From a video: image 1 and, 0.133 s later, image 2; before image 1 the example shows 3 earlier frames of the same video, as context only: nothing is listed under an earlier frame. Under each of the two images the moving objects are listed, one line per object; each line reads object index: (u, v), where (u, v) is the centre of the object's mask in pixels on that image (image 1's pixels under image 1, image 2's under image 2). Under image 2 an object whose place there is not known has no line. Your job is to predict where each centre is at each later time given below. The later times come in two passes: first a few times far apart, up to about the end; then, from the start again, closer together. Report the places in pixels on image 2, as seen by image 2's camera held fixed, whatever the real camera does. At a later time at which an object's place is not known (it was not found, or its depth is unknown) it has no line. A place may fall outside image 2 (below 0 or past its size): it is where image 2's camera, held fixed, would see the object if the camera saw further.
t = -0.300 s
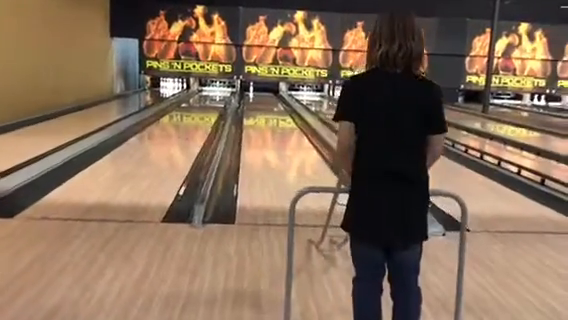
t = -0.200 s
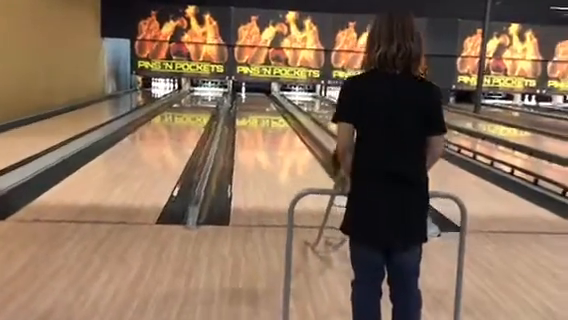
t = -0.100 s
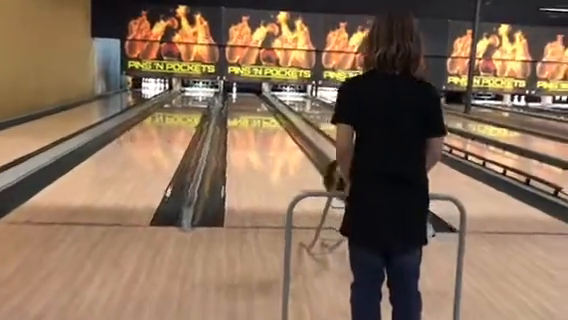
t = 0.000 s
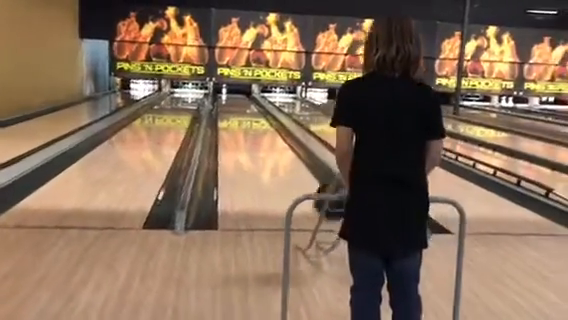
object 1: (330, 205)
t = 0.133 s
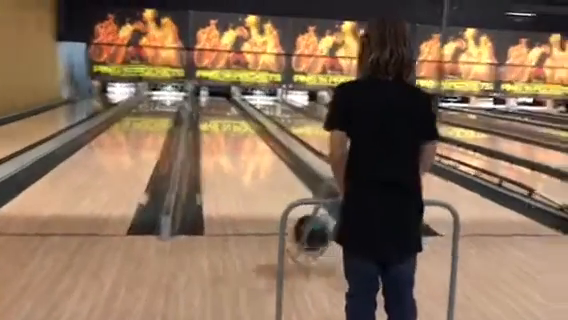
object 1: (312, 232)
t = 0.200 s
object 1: (304, 238)
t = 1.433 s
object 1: (245, 154)
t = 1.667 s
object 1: (240, 146)
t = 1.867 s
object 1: (235, 141)
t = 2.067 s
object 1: (232, 136)
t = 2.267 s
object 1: (229, 132)
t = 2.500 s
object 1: (227, 127)
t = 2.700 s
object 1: (224, 125)
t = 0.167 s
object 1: (308, 238)
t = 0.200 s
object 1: (304, 238)
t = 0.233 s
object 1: (300, 238)
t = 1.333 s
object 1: (247, 157)
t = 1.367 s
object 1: (246, 156)
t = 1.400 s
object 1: (246, 155)
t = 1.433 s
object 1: (245, 154)
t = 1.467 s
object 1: (244, 152)
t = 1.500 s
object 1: (243, 151)
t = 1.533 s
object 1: (243, 151)
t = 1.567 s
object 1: (242, 149)
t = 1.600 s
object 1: (241, 148)
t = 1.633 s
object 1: (241, 147)
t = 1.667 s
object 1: (240, 146)
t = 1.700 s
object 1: (238, 145)
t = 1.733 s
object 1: (238, 144)
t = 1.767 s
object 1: (237, 143)
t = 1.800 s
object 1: (237, 143)
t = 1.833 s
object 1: (236, 142)
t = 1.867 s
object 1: (235, 141)
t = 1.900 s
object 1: (235, 140)
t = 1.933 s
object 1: (234, 139)
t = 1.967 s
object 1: (233, 138)
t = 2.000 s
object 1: (233, 138)
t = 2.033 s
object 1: (233, 137)
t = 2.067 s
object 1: (232, 136)
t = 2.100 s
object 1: (232, 136)
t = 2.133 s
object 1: (231, 135)
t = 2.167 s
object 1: (231, 134)
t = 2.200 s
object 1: (230, 133)
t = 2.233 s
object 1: (230, 133)
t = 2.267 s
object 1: (229, 132)
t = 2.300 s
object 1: (229, 131)
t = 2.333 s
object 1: (228, 130)
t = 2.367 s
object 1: (228, 130)
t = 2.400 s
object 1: (228, 129)
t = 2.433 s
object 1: (227, 129)
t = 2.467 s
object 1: (227, 128)
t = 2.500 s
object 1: (227, 127)
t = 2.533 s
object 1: (227, 127)
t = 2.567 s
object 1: (226, 127)
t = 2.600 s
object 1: (226, 126)
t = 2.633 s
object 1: (225, 125)
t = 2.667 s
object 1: (225, 125)
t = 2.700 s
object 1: (224, 125)
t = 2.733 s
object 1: (224, 124)
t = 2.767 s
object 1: (224, 123)
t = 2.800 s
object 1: (224, 123)
